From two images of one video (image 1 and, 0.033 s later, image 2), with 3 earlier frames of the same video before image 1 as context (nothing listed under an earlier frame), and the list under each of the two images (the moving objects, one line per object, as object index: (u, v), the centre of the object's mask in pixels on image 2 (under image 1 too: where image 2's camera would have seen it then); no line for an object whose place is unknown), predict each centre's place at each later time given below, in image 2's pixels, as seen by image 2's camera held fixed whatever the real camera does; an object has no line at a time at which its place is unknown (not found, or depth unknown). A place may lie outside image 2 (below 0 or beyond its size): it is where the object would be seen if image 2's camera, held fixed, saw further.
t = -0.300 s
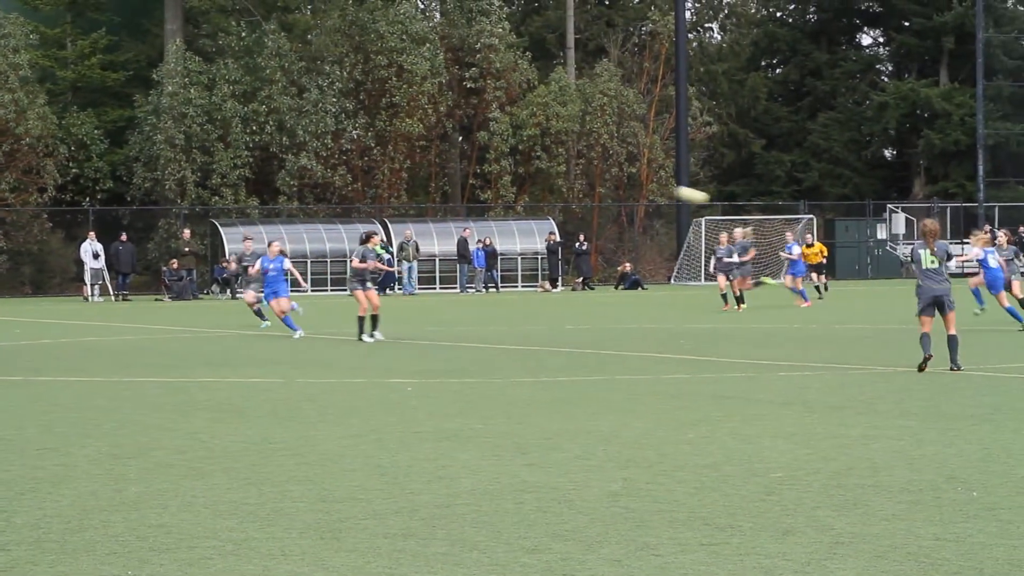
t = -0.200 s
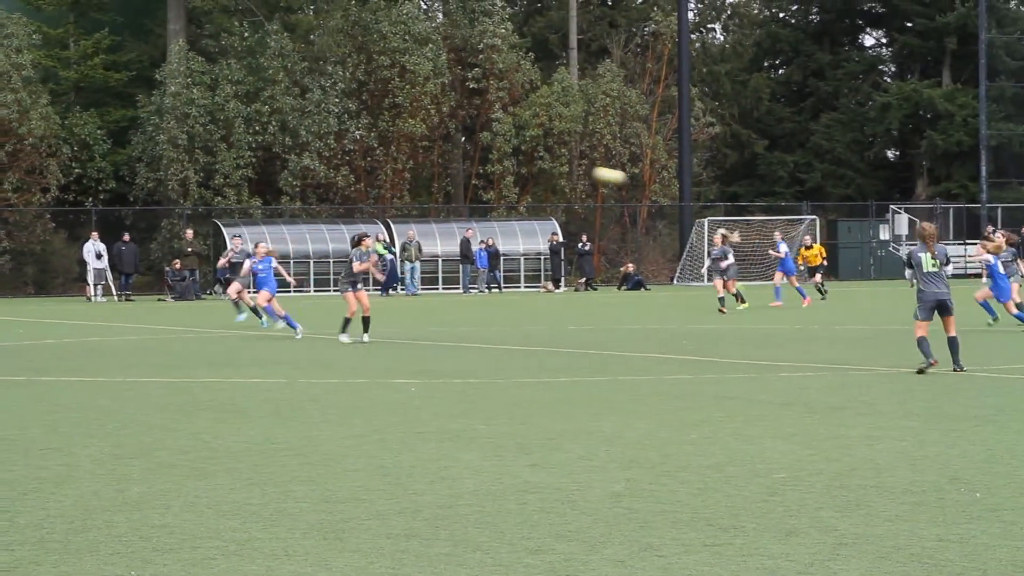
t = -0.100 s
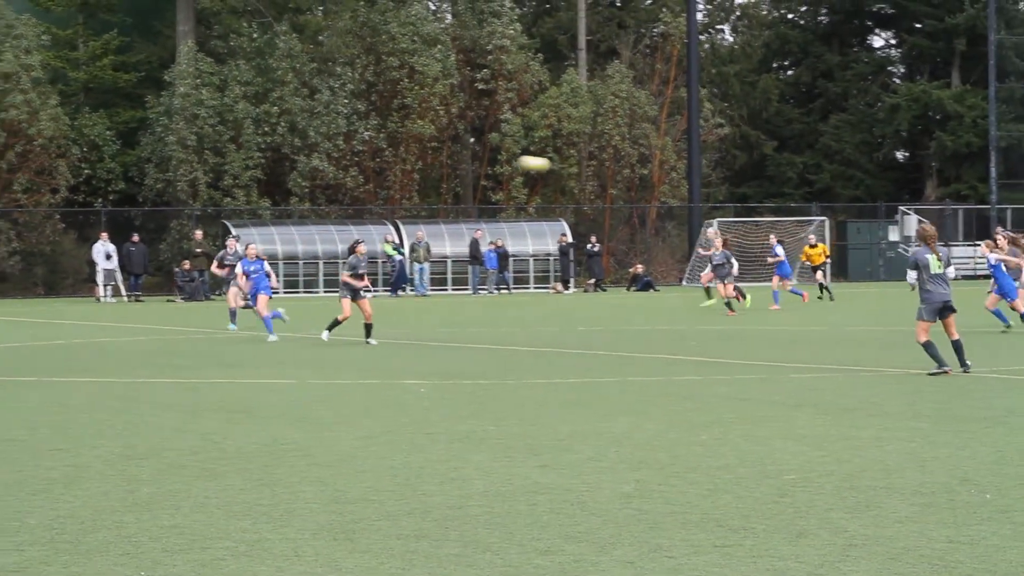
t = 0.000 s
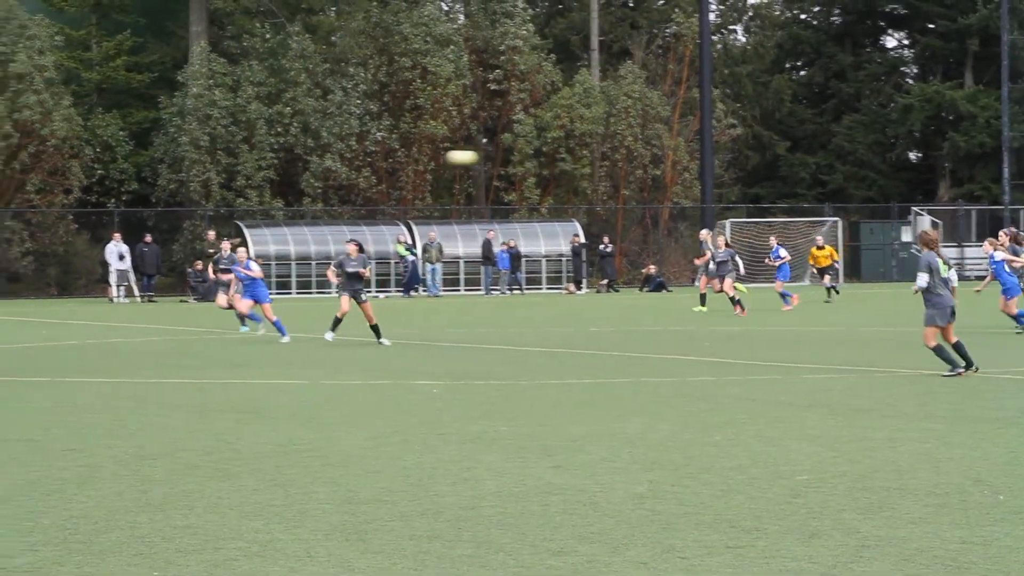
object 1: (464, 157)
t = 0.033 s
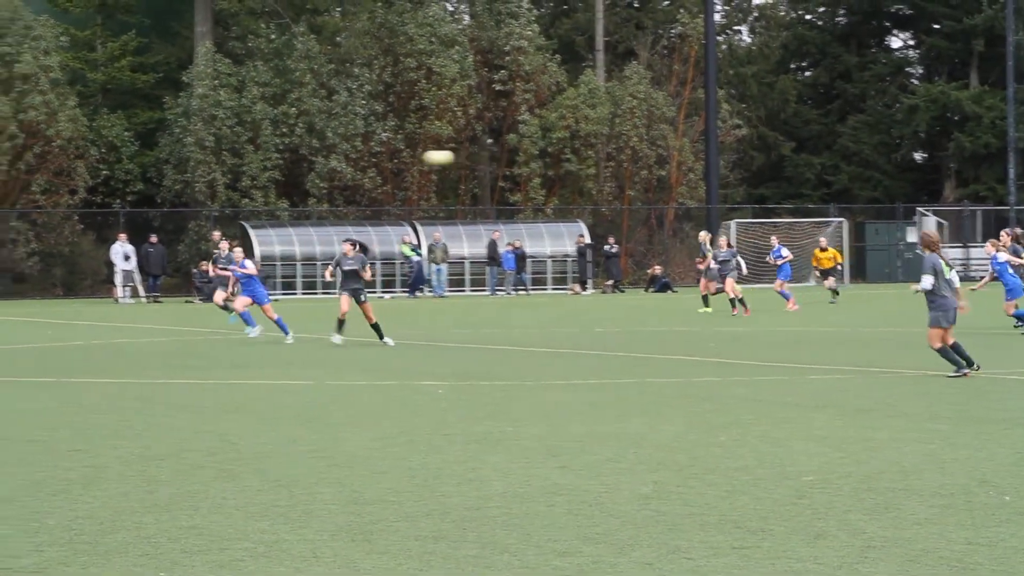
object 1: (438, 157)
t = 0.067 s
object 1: (412, 157)
